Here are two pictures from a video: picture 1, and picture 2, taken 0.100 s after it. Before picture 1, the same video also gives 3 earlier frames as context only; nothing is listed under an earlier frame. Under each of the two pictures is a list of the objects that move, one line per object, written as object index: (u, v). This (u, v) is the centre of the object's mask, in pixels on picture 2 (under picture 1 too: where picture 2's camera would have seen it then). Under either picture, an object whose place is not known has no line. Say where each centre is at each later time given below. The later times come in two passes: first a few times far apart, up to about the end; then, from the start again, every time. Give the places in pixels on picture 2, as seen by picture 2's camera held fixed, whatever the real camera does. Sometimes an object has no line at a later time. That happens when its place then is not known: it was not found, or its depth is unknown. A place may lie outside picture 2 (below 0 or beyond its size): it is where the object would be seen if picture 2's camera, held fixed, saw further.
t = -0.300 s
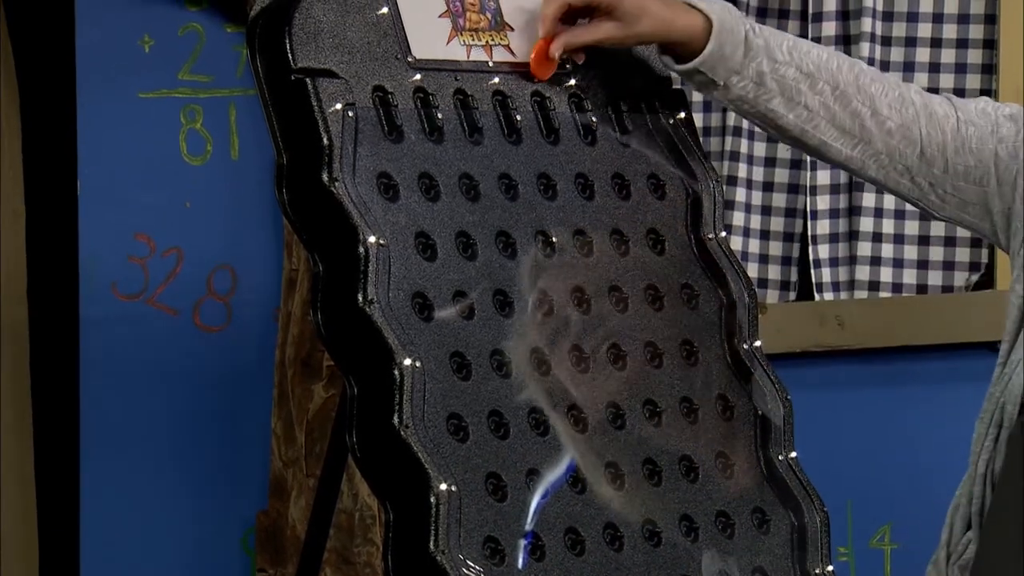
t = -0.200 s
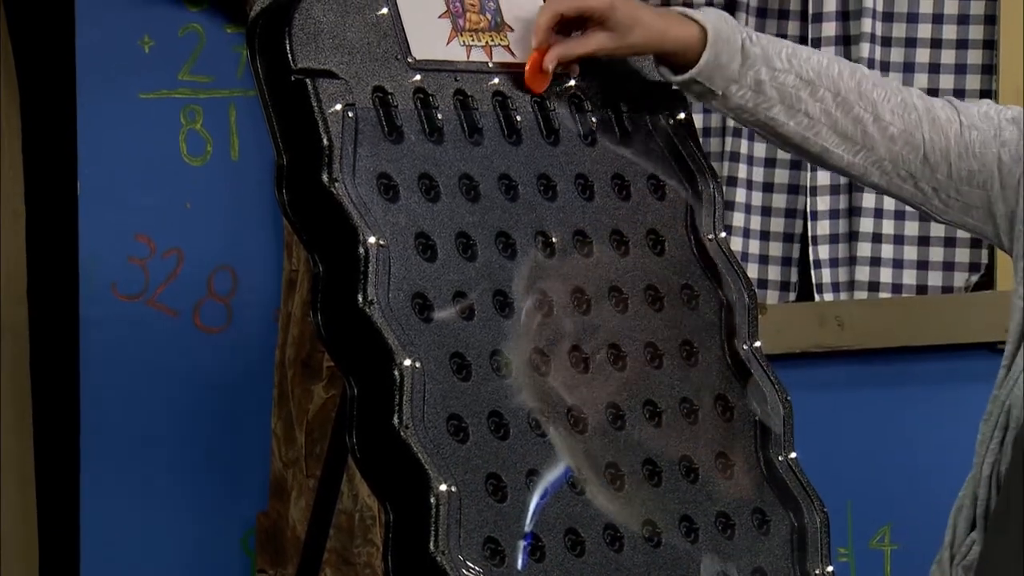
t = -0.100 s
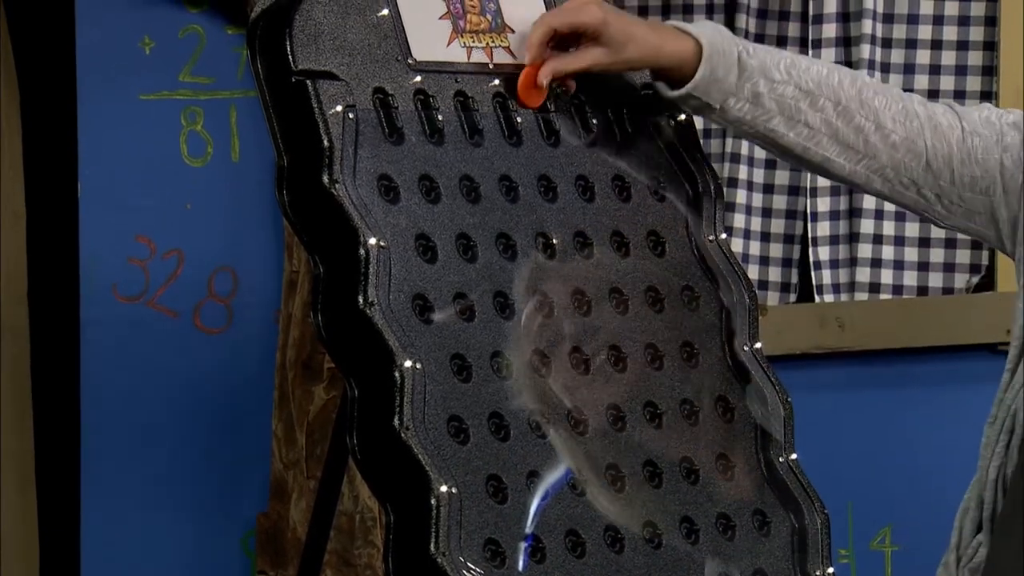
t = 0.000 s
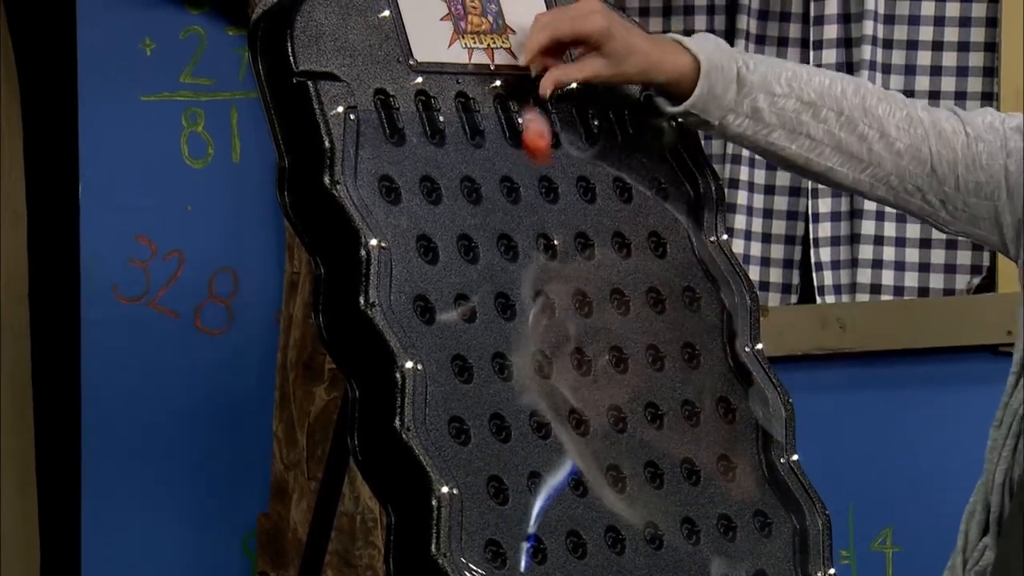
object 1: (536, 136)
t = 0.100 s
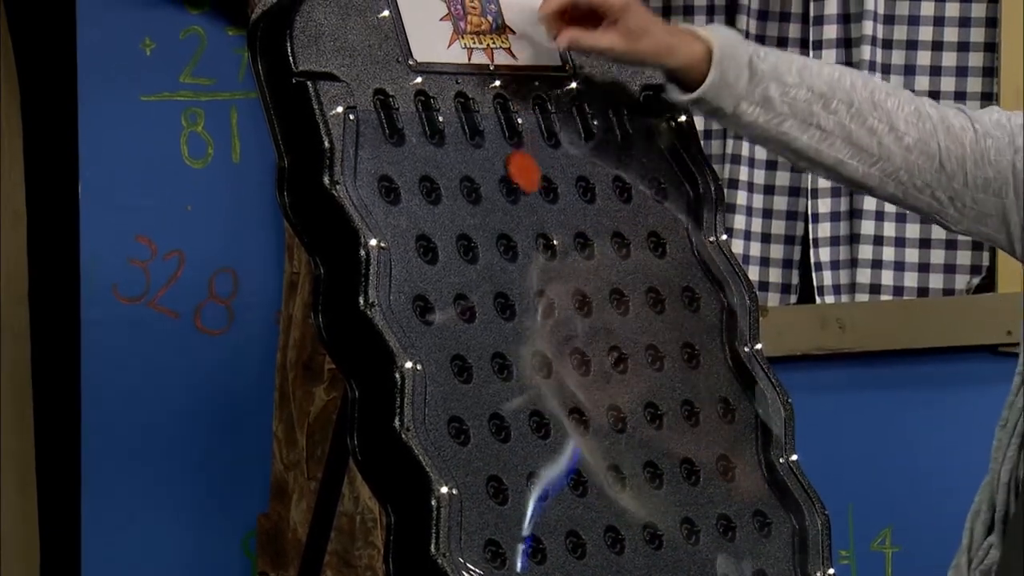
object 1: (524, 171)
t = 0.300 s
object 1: (531, 168)
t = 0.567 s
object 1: (473, 278)
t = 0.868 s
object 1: (460, 280)
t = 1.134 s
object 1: (493, 327)
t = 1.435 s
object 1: (477, 494)
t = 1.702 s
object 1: (582, 517)
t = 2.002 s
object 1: (595, 582)
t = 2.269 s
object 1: (564, 579)
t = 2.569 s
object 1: (554, 675)
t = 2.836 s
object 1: (600, 747)
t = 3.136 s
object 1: (600, 750)
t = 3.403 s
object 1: (599, 750)
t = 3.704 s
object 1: (599, 750)
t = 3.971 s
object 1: (599, 751)
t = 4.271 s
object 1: (599, 750)
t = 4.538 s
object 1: (599, 751)
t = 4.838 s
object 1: (599, 751)
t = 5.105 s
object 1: (599, 750)
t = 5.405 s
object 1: (599, 751)
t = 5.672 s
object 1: (599, 751)
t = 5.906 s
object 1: (599, 751)
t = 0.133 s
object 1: (525, 164)
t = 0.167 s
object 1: (532, 163)
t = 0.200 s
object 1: (535, 163)
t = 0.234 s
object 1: (535, 162)
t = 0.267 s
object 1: (534, 166)
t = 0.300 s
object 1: (531, 168)
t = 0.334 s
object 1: (530, 179)
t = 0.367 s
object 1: (533, 202)
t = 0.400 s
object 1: (530, 218)
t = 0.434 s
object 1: (526, 232)
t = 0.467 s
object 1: (530, 265)
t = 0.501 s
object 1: (519, 274)
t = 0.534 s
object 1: (494, 271)
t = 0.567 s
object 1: (473, 278)
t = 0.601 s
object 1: (457, 266)
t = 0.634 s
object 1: (452, 254)
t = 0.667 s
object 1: (452, 262)
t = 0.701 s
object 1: (449, 283)
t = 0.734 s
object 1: (442, 293)
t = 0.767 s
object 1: (450, 284)
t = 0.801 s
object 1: (451, 275)
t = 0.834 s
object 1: (454, 274)
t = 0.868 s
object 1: (460, 280)
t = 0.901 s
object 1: (461, 276)
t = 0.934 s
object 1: (465, 280)
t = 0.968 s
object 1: (472, 283)
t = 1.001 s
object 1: (481, 290)
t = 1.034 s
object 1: (488, 305)
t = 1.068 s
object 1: (494, 328)
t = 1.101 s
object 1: (498, 328)
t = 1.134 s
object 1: (493, 327)
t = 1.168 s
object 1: (489, 342)
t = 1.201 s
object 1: (484, 361)
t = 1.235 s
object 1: (488, 385)
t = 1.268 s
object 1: (479, 399)
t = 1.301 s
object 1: (459, 398)
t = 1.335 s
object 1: (444, 408)
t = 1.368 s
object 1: (444, 433)
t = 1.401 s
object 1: (466, 464)
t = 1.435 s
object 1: (477, 494)
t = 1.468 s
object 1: (493, 522)
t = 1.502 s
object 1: (511, 516)
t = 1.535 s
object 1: (542, 517)
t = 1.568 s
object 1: (560, 519)
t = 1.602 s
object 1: (566, 514)
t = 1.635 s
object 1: (572, 507)
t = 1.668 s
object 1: (576, 506)
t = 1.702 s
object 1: (582, 517)
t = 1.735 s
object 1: (591, 517)
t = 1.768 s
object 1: (598, 519)
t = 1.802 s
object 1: (592, 513)
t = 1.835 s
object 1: (589, 516)
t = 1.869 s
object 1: (591, 528)
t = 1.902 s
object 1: (598, 537)
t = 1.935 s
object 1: (601, 546)
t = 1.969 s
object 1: (601, 567)
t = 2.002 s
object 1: (595, 582)
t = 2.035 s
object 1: (580, 582)
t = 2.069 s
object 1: (574, 568)
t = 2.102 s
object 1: (570, 568)
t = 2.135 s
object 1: (570, 578)
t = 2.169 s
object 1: (567, 575)
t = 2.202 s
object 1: (566, 575)
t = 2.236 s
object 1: (567, 582)
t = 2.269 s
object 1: (564, 579)
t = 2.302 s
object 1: (563, 584)
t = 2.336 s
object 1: (558, 586)
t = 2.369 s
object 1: (556, 596)
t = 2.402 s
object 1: (559, 618)
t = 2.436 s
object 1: (561, 646)
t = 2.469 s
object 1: (557, 648)
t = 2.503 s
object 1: (553, 647)
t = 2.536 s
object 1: (548, 654)
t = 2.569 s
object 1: (554, 675)
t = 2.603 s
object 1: (558, 690)
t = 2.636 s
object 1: (578, 718)
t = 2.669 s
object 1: (598, 740)
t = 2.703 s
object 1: (600, 745)
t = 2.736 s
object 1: (598, 740)
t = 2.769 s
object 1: (596, 739)
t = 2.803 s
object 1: (596, 742)
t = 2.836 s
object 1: (600, 747)
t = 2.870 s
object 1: (596, 743)
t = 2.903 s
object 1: (597, 747)
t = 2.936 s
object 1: (601, 748)
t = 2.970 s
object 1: (600, 748)
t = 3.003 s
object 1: (599, 750)
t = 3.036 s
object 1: (597, 748)
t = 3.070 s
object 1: (598, 749)
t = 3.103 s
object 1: (599, 750)
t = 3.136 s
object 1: (600, 750)
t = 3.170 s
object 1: (600, 750)
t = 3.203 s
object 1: (600, 750)
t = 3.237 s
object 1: (599, 750)
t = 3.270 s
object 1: (599, 750)
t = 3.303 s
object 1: (599, 750)
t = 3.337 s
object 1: (599, 750)
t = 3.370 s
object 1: (599, 750)
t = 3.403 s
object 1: (599, 750)
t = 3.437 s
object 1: (599, 750)
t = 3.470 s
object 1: (599, 750)
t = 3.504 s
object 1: (599, 750)
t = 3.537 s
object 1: (599, 750)
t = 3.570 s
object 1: (599, 750)
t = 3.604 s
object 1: (599, 751)
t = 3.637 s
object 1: (599, 750)
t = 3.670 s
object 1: (599, 750)
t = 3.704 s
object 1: (599, 750)
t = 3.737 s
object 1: (599, 750)
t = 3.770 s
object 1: (599, 750)
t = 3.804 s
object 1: (599, 750)
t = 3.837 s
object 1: (599, 750)
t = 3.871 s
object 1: (599, 751)
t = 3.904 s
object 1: (599, 751)
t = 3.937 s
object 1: (599, 751)
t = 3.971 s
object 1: (599, 751)
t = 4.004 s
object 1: (599, 751)
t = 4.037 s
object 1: (599, 751)
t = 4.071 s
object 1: (599, 750)
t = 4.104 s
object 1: (599, 751)
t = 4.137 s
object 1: (599, 751)
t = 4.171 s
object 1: (599, 751)
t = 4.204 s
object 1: (599, 750)
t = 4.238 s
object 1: (599, 751)
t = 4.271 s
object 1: (599, 750)
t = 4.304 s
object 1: (599, 751)
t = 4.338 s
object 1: (599, 751)
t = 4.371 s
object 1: (599, 751)
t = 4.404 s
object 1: (599, 751)
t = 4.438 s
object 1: (599, 751)
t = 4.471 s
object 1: (599, 751)
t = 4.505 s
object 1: (599, 751)
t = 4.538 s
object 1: (599, 751)
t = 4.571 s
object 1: (599, 751)
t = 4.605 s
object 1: (599, 751)
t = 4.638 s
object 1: (599, 751)
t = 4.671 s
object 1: (599, 751)
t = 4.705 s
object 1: (599, 751)
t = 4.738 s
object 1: (599, 751)
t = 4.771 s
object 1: (599, 751)
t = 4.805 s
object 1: (599, 751)
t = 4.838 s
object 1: (599, 751)
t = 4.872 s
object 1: (599, 751)
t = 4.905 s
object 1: (599, 751)
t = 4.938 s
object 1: (599, 751)
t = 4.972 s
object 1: (599, 751)
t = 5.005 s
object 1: (599, 751)
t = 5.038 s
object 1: (599, 750)
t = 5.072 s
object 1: (599, 750)
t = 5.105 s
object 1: (599, 750)
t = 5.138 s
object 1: (599, 750)
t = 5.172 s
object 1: (599, 750)
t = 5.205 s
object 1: (599, 751)
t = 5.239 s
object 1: (599, 750)
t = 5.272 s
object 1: (599, 751)
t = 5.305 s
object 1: (599, 751)
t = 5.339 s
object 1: (599, 751)
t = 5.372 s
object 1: (599, 751)
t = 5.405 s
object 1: (599, 751)
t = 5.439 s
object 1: (599, 751)
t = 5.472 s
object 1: (599, 751)
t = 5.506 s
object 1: (599, 751)
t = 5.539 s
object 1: (599, 751)
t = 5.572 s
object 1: (599, 751)
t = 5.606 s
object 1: (599, 751)
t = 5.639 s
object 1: (599, 751)
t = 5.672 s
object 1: (599, 751)
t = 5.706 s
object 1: (599, 751)
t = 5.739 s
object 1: (599, 750)
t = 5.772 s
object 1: (599, 751)
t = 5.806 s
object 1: (599, 751)
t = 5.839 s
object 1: (599, 751)
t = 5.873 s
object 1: (599, 751)
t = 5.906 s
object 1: (599, 751)
